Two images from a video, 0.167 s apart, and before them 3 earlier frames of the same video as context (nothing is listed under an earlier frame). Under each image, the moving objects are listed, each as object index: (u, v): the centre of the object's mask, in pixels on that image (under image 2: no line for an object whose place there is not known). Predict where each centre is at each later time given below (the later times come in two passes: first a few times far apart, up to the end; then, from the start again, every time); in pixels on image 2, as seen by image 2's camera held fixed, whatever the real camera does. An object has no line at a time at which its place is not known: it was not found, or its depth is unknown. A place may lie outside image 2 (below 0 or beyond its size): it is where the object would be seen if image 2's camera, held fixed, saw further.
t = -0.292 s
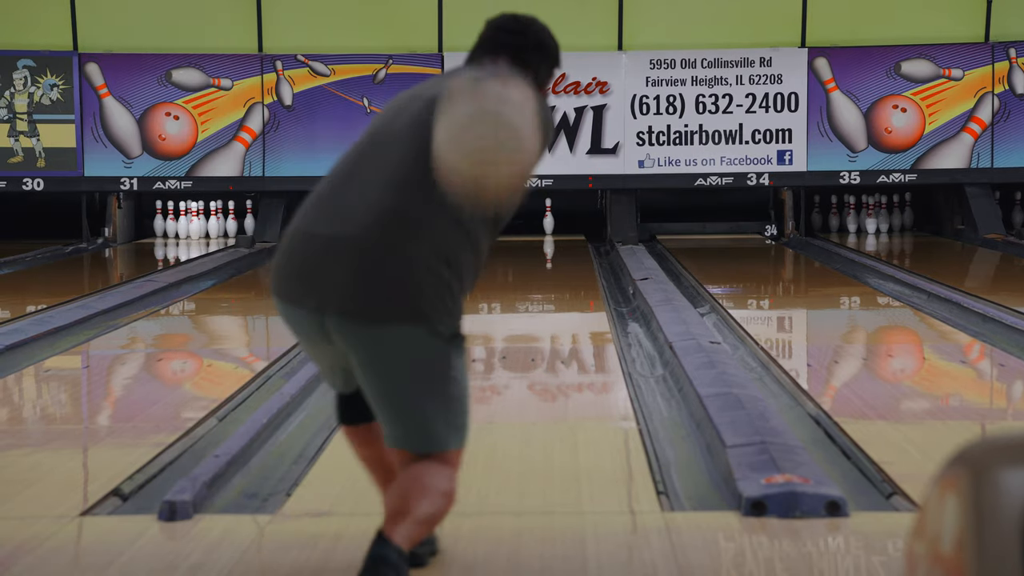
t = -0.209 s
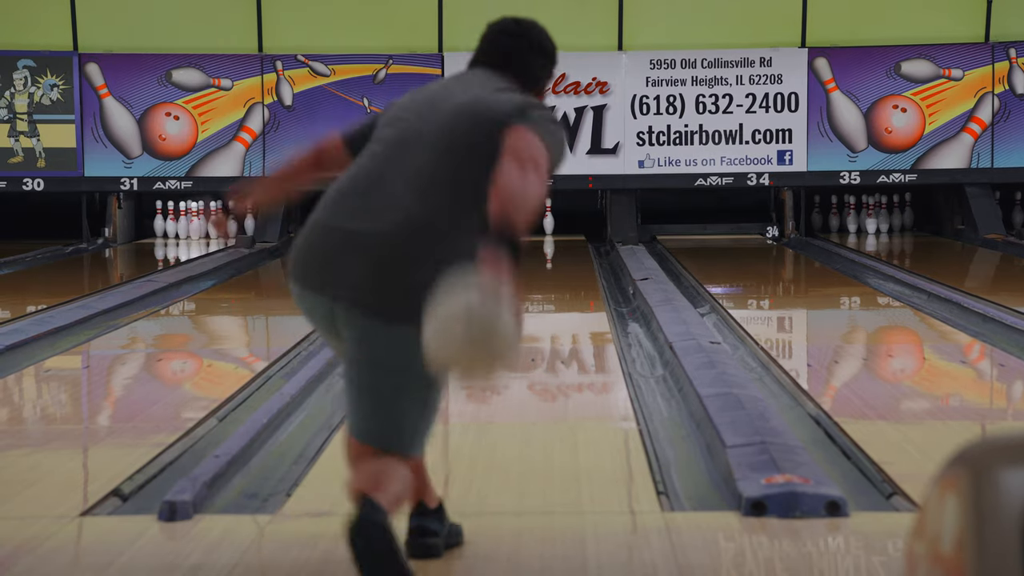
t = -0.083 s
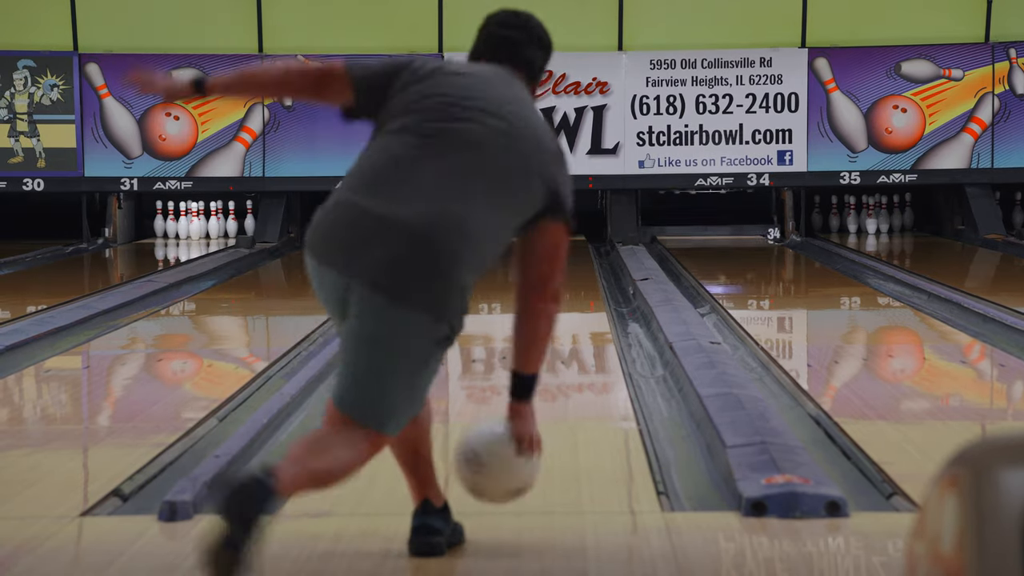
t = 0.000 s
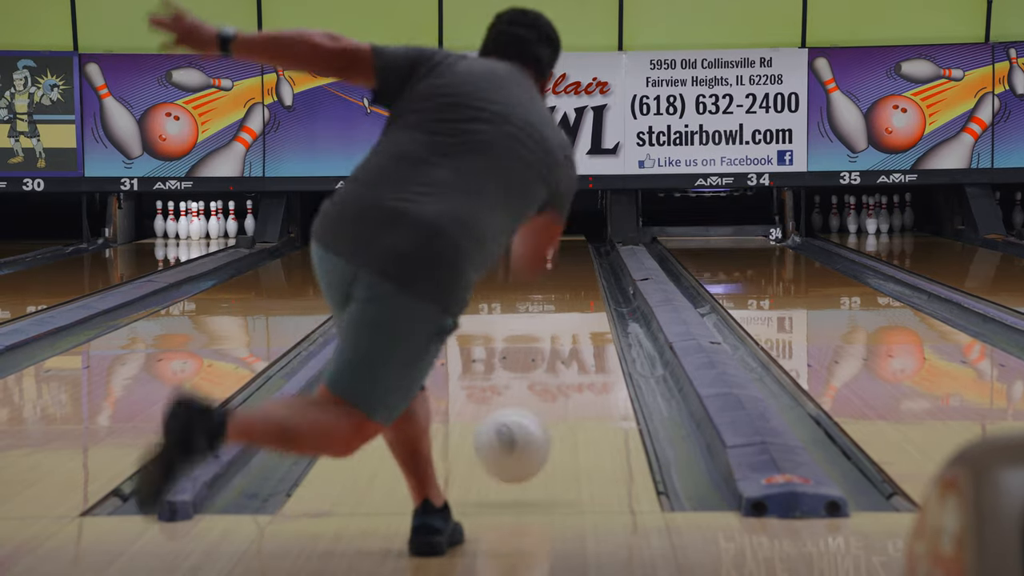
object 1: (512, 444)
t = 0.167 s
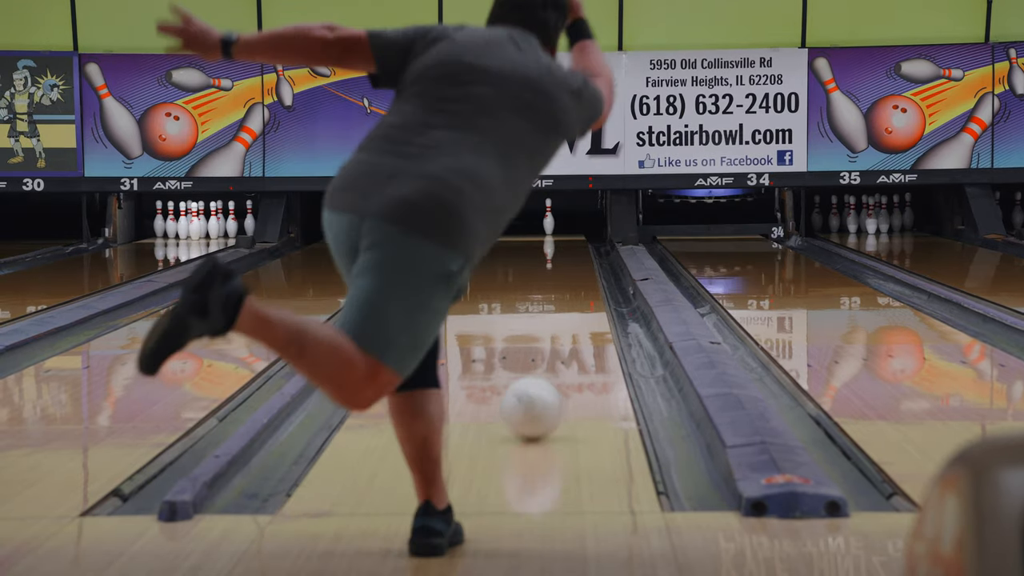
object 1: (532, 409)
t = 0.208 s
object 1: (534, 397)
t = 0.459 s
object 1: (552, 345)
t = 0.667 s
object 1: (562, 315)
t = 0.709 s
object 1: (567, 310)
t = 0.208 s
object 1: (534, 397)
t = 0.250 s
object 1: (538, 386)
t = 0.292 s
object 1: (541, 377)
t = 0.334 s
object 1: (545, 367)
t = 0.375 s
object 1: (546, 360)
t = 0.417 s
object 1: (549, 351)
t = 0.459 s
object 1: (552, 345)
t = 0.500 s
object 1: (554, 337)
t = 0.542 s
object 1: (555, 330)
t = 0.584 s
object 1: (557, 325)
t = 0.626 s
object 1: (558, 320)
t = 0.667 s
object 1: (562, 315)
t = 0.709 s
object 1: (567, 310)
